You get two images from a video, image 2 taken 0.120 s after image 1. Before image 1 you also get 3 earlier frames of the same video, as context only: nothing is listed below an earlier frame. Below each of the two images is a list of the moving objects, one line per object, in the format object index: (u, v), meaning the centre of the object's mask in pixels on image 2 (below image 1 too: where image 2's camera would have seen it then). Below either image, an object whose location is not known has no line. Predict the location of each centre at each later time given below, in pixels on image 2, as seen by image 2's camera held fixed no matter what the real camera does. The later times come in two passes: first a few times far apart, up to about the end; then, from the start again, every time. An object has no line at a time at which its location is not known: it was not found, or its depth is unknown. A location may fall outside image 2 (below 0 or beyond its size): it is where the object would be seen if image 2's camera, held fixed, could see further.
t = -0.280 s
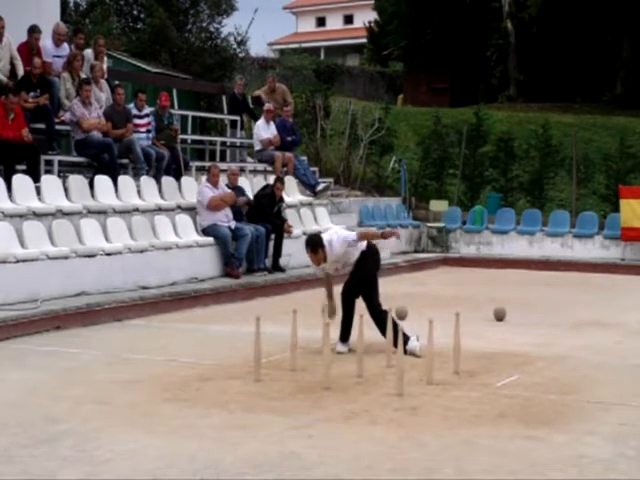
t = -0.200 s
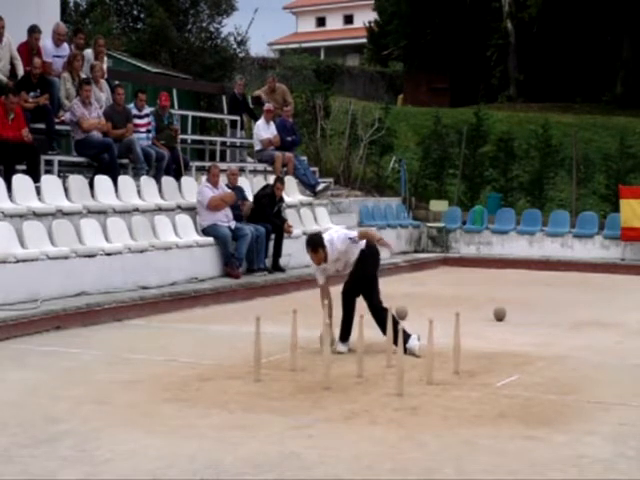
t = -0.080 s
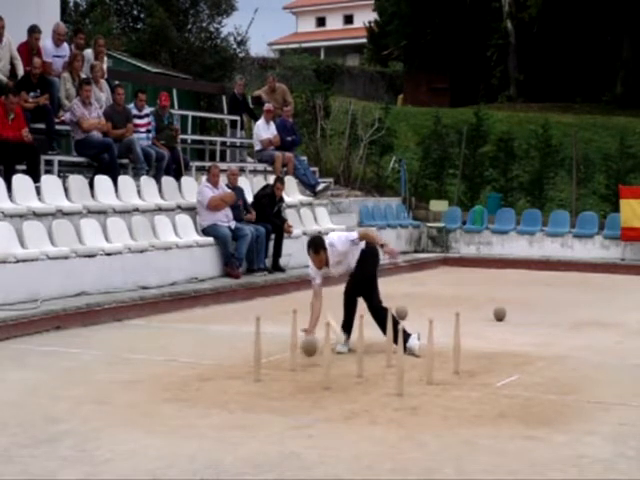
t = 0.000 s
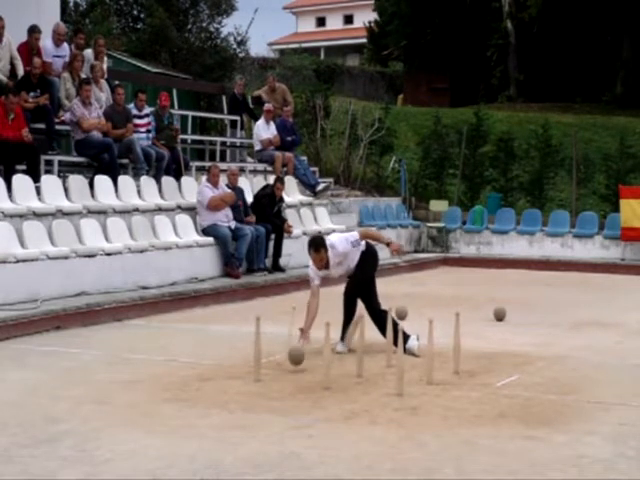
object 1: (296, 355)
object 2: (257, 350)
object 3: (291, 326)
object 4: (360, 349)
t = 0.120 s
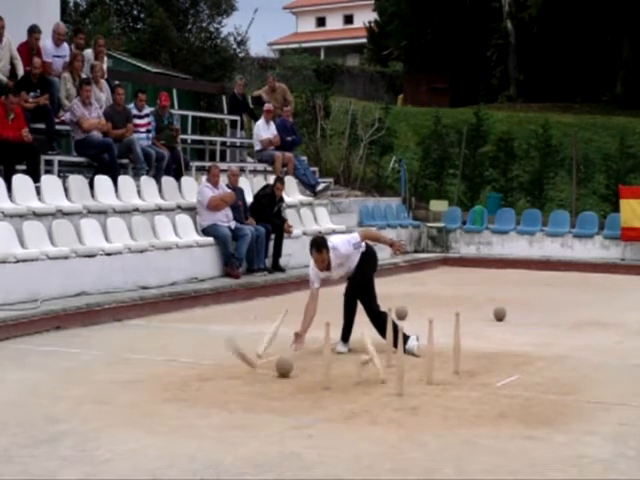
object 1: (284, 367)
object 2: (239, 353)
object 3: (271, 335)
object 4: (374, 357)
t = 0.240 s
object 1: (275, 372)
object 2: (210, 370)
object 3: (269, 348)
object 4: (373, 388)
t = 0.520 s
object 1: (260, 375)
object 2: (160, 394)
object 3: (255, 391)
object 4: (373, 402)
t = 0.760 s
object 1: (247, 381)
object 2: (143, 397)
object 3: (254, 392)
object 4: (376, 412)
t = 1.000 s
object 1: (236, 383)
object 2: (143, 398)
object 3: (254, 392)
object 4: (395, 421)
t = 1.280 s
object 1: (225, 385)
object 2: (143, 398)
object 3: (254, 392)
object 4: (426, 430)
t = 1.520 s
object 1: (218, 385)
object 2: (143, 398)
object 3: (254, 392)
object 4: (456, 436)
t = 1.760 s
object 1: (213, 386)
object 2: (143, 398)
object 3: (254, 392)
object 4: (483, 442)
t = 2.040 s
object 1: (209, 387)
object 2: (142, 398)
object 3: (254, 392)
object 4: (509, 447)
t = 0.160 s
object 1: (280, 368)
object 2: (235, 357)
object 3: (273, 335)
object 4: (365, 375)
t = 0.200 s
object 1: (277, 370)
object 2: (220, 367)
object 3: (272, 339)
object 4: (364, 380)
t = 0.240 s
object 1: (275, 372)
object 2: (210, 370)
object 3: (269, 348)
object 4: (373, 388)
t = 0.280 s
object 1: (273, 374)
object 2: (203, 369)
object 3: (266, 356)
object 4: (374, 392)
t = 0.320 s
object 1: (272, 373)
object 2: (194, 372)
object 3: (264, 359)
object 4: (374, 391)
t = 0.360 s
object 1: (271, 369)
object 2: (186, 376)
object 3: (262, 373)
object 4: (373, 391)
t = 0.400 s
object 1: (265, 367)
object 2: (178, 383)
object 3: (261, 384)
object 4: (372, 394)
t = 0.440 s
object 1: (263, 368)
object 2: (170, 391)
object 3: (258, 389)
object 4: (373, 399)
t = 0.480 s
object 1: (261, 372)
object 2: (165, 394)
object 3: (257, 388)
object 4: (373, 400)
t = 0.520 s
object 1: (260, 375)
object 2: (160, 394)
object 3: (255, 391)
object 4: (373, 402)
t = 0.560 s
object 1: (257, 377)
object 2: (155, 396)
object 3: (256, 391)
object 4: (372, 405)
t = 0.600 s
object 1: (254, 378)
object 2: (151, 397)
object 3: (256, 391)
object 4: (370, 405)
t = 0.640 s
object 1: (252, 378)
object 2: (148, 397)
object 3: (255, 392)
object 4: (372, 407)
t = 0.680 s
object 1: (250, 379)
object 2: (145, 398)
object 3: (255, 392)
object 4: (372, 409)
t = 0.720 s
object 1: (249, 381)
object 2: (143, 397)
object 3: (255, 392)
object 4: (374, 411)
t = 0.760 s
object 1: (247, 381)
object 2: (143, 397)
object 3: (254, 392)
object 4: (376, 412)
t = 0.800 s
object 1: (245, 382)
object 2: (143, 398)
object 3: (254, 392)
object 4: (378, 414)
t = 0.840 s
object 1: (244, 382)
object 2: (143, 398)
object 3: (254, 392)
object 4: (380, 415)
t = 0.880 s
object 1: (241, 382)
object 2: (143, 398)
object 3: (254, 392)
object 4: (383, 417)
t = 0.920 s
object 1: (240, 383)
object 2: (143, 398)
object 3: (254, 392)
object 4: (387, 419)
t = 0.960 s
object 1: (238, 383)
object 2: (143, 398)
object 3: (254, 392)
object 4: (391, 420)
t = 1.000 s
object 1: (236, 383)
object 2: (143, 398)
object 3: (254, 392)
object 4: (395, 421)
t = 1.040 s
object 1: (234, 384)
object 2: (143, 398)
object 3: (254, 392)
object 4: (399, 423)
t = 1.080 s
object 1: (232, 384)
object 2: (143, 398)
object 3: (254, 392)
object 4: (403, 424)
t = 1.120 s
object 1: (231, 385)
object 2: (143, 398)
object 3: (254, 392)
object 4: (408, 425)
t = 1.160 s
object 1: (229, 385)
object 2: (143, 398)
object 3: (254, 392)
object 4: (412, 426)
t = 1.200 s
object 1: (228, 385)
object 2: (143, 398)
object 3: (254, 392)
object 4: (417, 427)
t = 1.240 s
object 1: (226, 385)
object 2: (143, 398)
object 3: (253, 392)
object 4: (421, 429)
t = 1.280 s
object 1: (225, 385)
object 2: (143, 398)
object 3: (254, 392)
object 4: (426, 430)
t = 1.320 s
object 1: (223, 385)
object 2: (143, 398)
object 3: (254, 392)
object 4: (431, 431)
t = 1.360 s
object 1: (222, 385)
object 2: (143, 398)
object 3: (254, 392)
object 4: (436, 432)
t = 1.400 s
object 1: (221, 385)
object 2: (143, 398)
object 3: (254, 392)
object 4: (441, 433)
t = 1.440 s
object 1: (219, 385)
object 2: (143, 398)
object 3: (254, 392)
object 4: (447, 435)
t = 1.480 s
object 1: (219, 385)
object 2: (143, 398)
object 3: (254, 392)
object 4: (451, 436)
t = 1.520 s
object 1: (218, 385)
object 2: (143, 398)
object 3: (254, 392)
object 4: (456, 436)
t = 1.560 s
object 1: (217, 386)
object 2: (143, 398)
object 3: (254, 392)
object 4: (461, 438)
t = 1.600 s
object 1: (216, 386)
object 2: (143, 398)
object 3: (254, 392)
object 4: (465, 438)
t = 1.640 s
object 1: (215, 386)
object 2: (143, 398)
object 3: (254, 392)
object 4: (469, 439)
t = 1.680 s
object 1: (214, 386)
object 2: (143, 398)
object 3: (254, 392)
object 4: (474, 440)
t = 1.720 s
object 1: (214, 386)
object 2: (143, 398)
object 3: (254, 392)
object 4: (478, 441)
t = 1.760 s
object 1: (213, 386)
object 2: (143, 398)
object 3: (254, 392)
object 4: (483, 442)
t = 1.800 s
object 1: (212, 386)
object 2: (142, 398)
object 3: (254, 392)
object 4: (487, 443)
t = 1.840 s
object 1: (212, 386)
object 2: (143, 398)
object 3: (254, 392)
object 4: (491, 444)
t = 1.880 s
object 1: (211, 386)
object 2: (142, 398)
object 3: (254, 392)
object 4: (495, 444)
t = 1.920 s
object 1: (211, 386)
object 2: (142, 398)
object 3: (253, 392)
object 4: (499, 445)
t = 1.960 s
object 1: (210, 386)
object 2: (142, 398)
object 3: (254, 392)
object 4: (503, 446)
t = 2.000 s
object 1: (210, 387)
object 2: (142, 398)
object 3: (254, 393)
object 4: (506, 446)
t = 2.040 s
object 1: (209, 387)
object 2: (142, 398)
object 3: (254, 392)
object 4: (509, 447)
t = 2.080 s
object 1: (208, 387)
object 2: (142, 398)
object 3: (254, 392)
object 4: (513, 448)
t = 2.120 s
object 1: (208, 387)
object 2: (142, 398)
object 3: (254, 392)
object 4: (515, 449)
